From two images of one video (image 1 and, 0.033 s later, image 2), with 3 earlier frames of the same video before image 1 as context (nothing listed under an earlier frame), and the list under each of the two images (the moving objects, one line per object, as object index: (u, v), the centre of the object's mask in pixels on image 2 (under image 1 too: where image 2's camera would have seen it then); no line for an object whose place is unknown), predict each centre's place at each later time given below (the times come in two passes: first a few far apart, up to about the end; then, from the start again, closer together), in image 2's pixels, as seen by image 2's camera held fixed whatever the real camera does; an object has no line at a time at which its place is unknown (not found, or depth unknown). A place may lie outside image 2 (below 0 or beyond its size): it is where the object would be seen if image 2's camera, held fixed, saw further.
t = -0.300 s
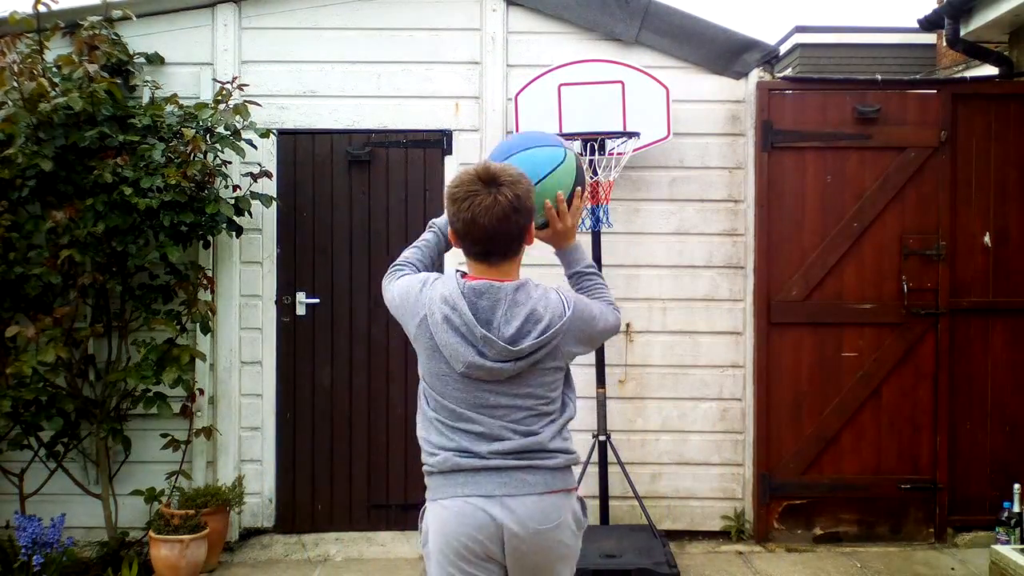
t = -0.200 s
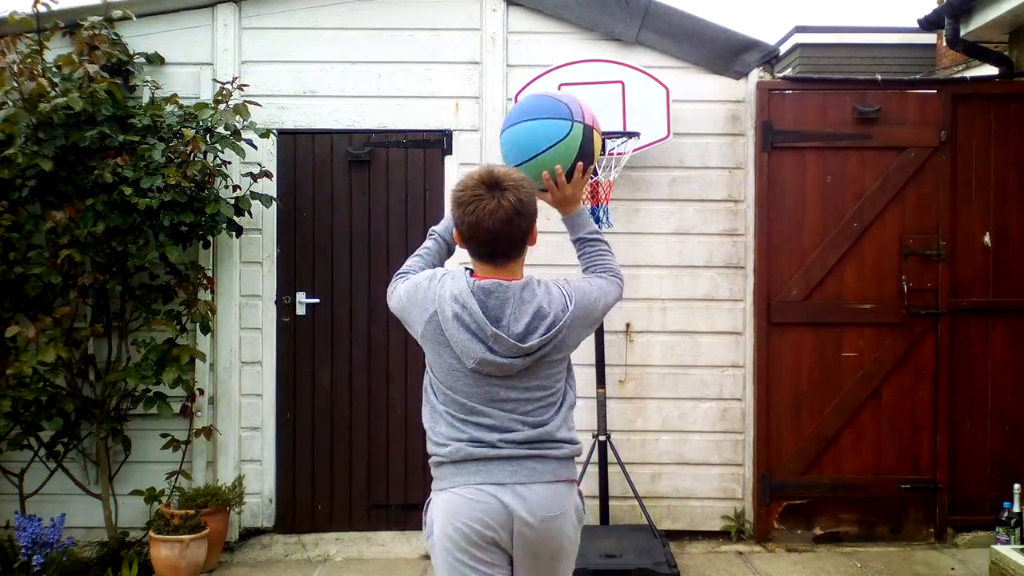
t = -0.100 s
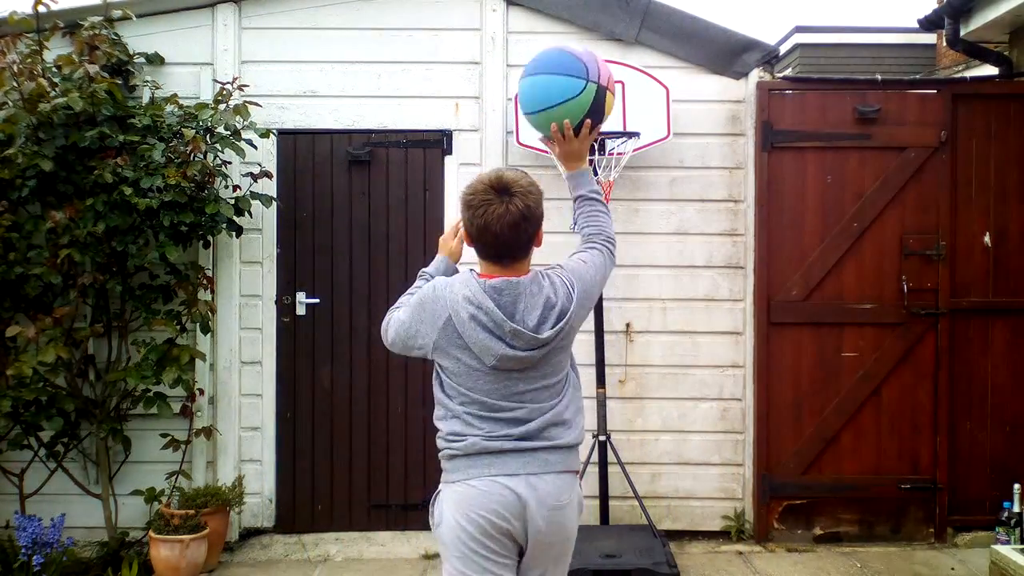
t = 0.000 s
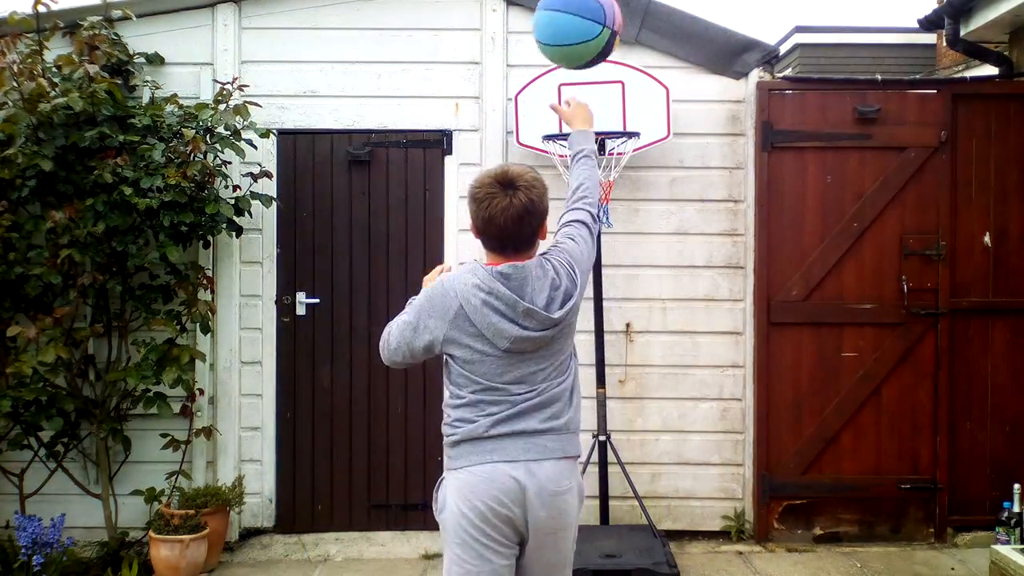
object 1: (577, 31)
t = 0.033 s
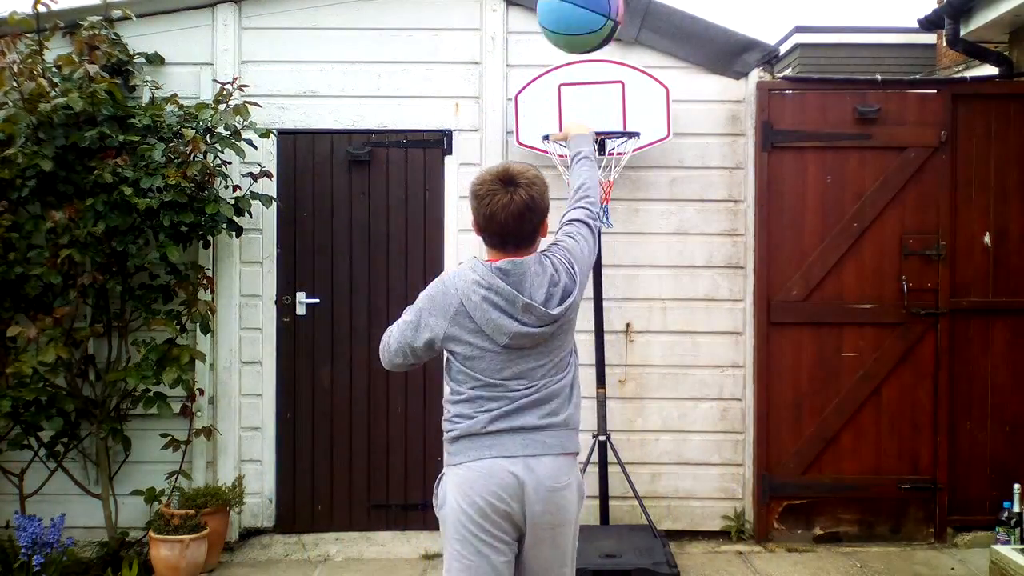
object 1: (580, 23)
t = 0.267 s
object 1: (594, 24)
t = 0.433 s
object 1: (601, 106)
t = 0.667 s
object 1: (636, 182)
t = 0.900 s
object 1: (680, 421)
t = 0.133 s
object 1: (586, 13)
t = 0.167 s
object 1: (588, 14)
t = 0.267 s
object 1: (594, 24)
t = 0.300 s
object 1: (596, 31)
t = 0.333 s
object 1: (597, 45)
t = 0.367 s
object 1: (599, 63)
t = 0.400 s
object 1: (600, 84)
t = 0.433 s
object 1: (601, 106)
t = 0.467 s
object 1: (604, 119)
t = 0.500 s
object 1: (609, 122)
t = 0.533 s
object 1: (614, 128)
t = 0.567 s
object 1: (620, 136)
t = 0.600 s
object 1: (625, 148)
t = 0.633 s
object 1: (630, 163)
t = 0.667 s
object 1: (636, 182)
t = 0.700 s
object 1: (642, 203)
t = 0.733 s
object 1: (649, 229)
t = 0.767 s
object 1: (655, 259)
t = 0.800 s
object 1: (661, 293)
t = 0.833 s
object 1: (668, 331)
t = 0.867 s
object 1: (674, 373)
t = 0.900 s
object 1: (680, 421)
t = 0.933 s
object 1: (687, 473)
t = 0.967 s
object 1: (693, 531)
